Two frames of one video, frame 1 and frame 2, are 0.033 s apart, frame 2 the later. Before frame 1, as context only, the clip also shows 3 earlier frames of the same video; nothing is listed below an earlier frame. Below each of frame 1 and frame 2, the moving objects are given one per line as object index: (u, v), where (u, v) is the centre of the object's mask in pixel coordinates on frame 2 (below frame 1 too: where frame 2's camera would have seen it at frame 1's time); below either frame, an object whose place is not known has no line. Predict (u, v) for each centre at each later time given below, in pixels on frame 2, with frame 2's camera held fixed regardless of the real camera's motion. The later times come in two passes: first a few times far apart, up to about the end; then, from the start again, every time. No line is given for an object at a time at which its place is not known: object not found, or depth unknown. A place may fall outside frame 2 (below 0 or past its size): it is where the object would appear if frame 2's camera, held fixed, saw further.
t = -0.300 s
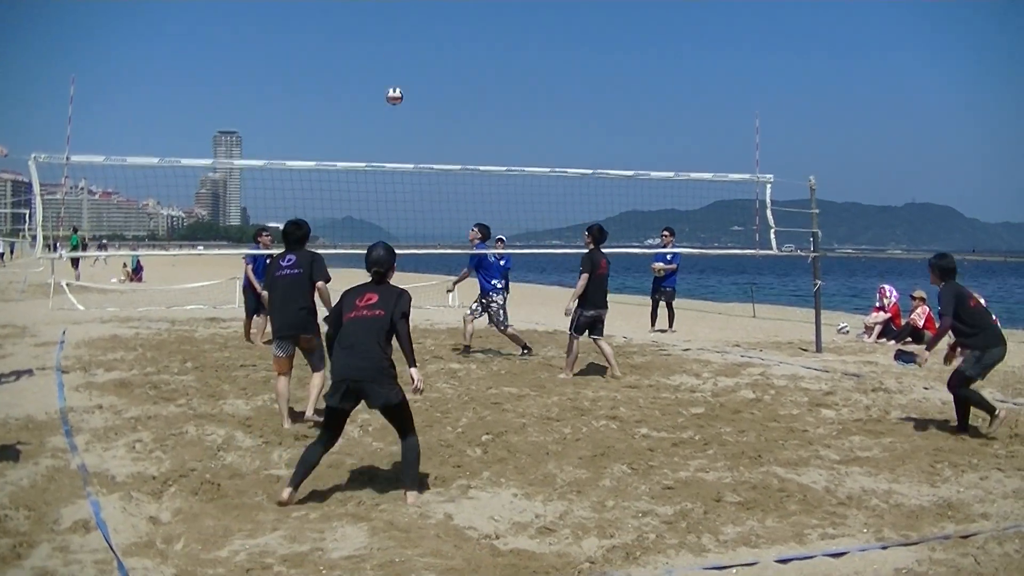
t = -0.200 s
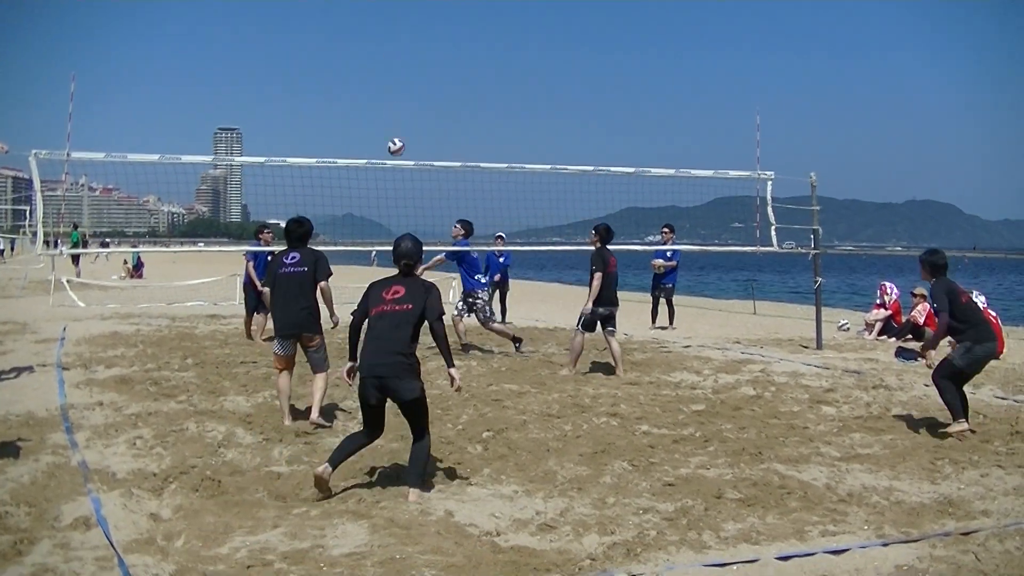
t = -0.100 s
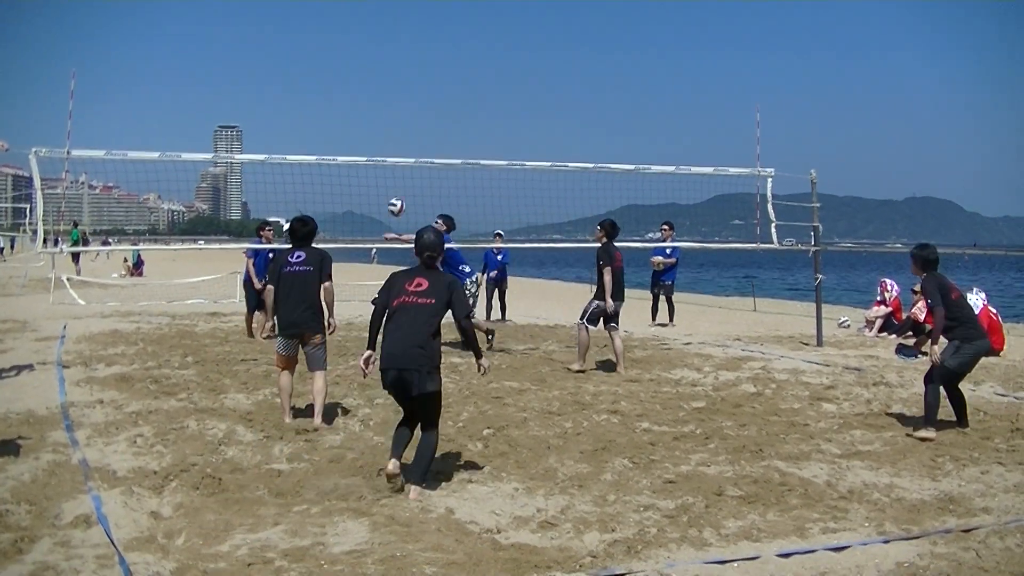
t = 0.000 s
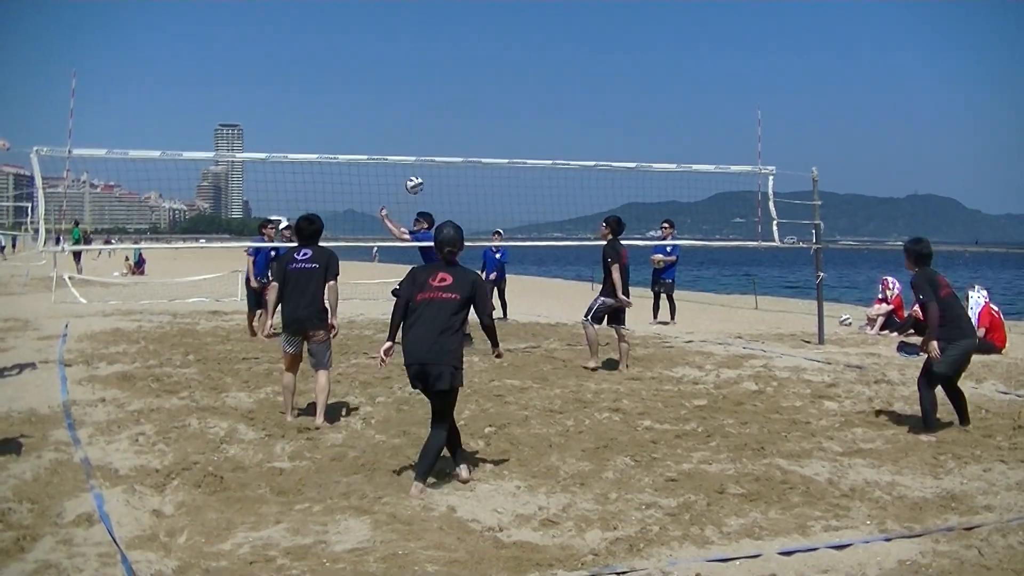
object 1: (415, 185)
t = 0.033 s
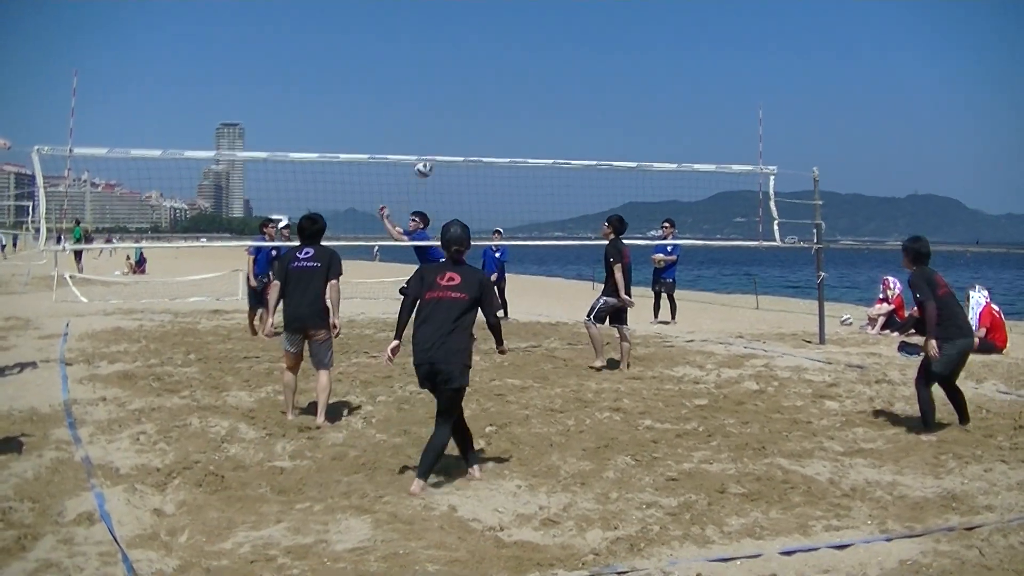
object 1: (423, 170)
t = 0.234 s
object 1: (474, 93)
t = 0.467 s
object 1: (537, 46)
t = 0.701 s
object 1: (605, 49)
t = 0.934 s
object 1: (678, 113)
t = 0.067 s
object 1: (431, 151)
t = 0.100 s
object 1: (439, 141)
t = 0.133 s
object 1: (448, 128)
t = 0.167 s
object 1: (456, 116)
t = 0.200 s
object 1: (464, 104)
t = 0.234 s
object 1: (474, 93)
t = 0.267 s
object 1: (483, 84)
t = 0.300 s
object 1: (491, 75)
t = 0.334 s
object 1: (500, 68)
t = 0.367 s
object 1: (509, 61)
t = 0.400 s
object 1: (517, 55)
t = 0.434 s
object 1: (527, 50)
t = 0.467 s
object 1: (537, 46)
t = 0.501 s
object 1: (546, 43)
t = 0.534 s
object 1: (555, 41)
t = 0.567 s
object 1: (565, 40)
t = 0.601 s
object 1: (575, 40)
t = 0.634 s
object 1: (586, 42)
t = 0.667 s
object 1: (595, 45)
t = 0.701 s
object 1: (605, 49)
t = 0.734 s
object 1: (615, 54)
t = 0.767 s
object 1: (625, 60)
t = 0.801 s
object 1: (636, 68)
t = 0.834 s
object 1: (646, 77)
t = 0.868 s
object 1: (657, 88)
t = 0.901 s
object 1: (667, 100)
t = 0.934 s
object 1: (678, 113)
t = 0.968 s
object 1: (689, 128)
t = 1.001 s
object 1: (701, 145)
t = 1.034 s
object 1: (711, 164)
